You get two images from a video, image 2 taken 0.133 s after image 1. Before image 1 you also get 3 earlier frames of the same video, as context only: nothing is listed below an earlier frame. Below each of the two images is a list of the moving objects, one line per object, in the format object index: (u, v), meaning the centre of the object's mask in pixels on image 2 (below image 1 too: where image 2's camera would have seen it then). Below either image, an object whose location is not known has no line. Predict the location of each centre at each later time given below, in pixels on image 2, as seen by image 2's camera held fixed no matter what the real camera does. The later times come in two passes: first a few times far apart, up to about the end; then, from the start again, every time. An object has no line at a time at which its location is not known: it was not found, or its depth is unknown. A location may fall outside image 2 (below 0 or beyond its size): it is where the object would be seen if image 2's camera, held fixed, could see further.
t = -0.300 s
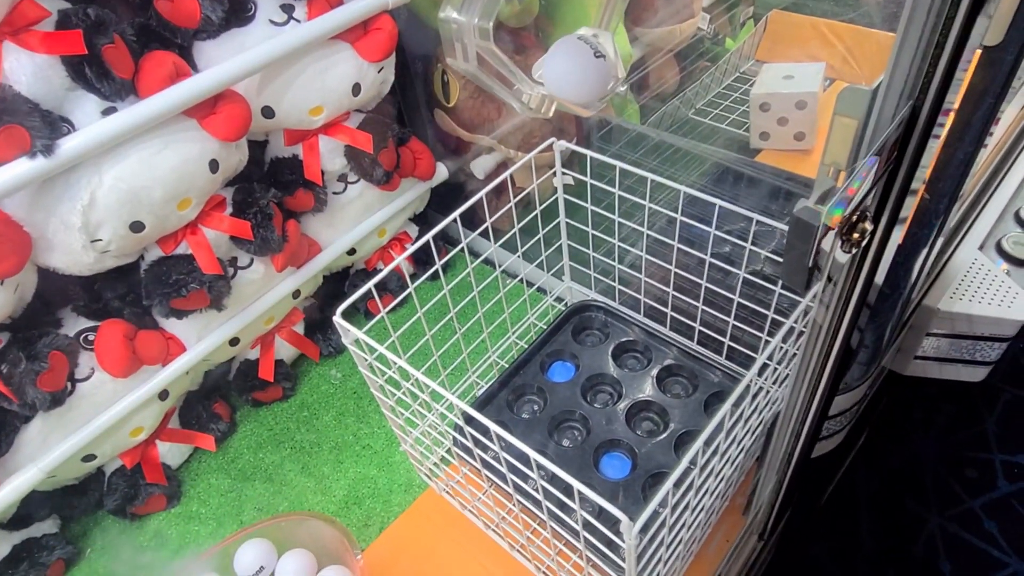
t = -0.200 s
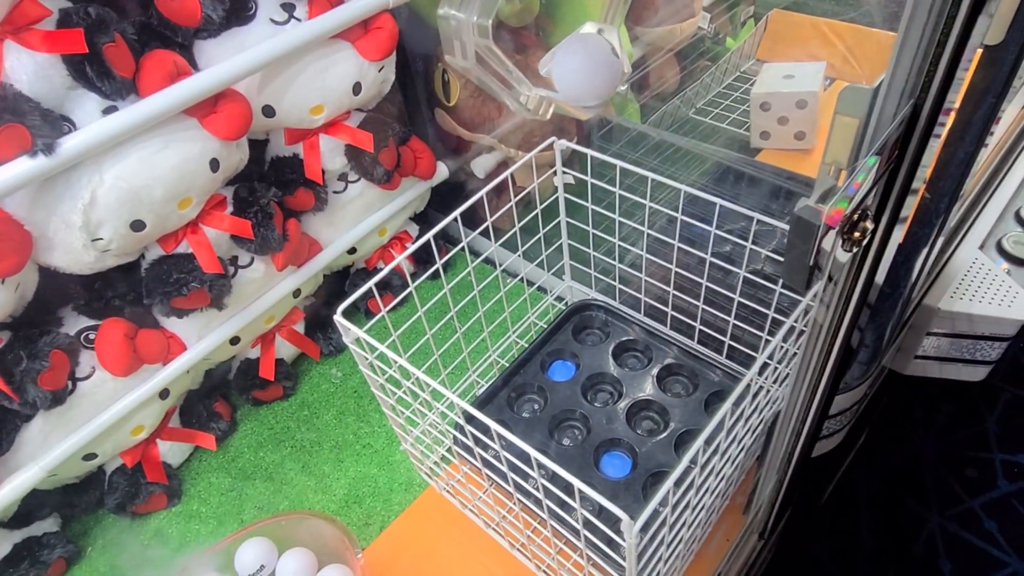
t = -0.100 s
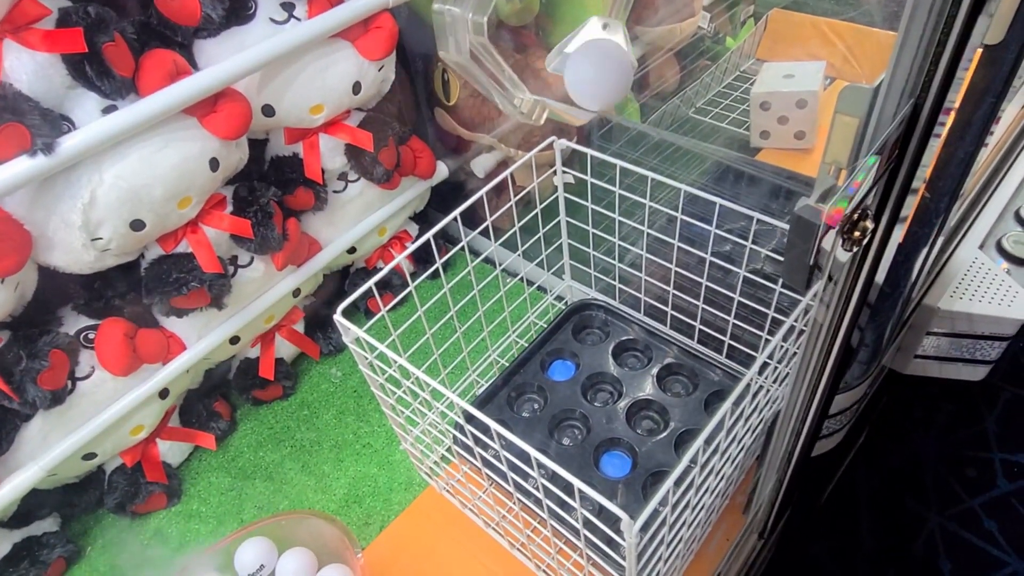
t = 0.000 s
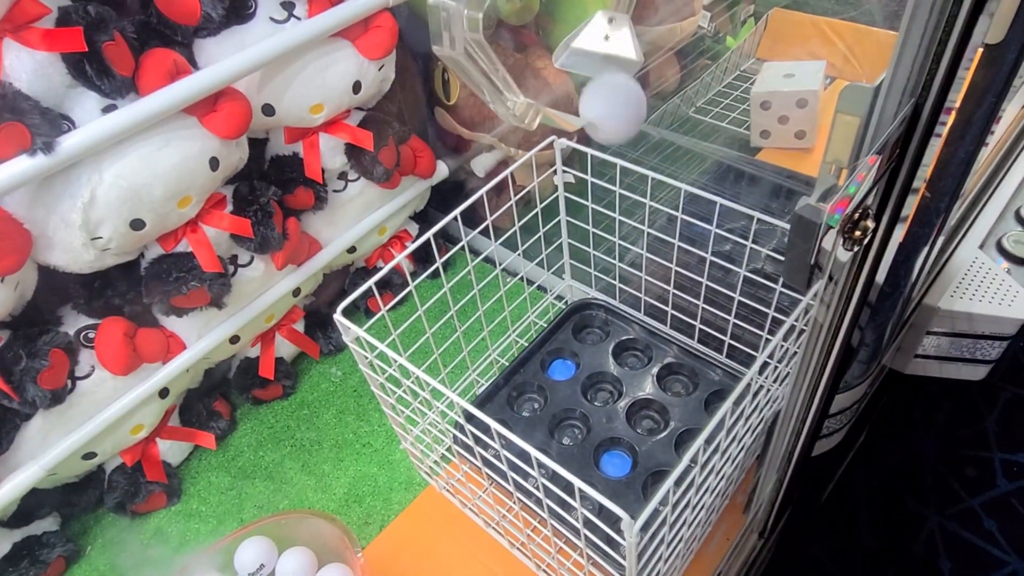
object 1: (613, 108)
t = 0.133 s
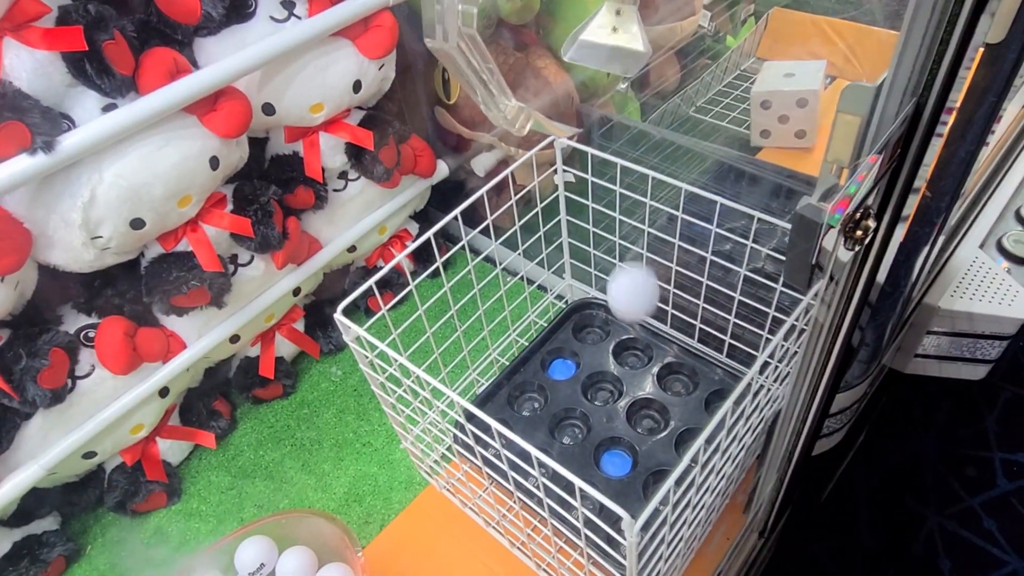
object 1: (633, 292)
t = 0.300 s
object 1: (656, 405)
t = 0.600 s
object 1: (698, 434)
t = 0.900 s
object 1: (701, 442)
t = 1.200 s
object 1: (698, 445)
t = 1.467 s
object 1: (696, 446)
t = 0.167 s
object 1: (635, 346)
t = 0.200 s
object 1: (637, 398)
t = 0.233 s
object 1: (642, 417)
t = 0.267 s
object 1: (649, 408)
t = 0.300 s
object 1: (656, 405)
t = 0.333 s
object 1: (662, 408)
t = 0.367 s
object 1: (668, 417)
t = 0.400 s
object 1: (673, 432)
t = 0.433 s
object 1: (678, 435)
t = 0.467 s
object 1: (682, 437)
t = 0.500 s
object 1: (691, 444)
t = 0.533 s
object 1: (699, 446)
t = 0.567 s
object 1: (702, 438)
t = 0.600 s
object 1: (698, 434)
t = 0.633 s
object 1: (695, 435)
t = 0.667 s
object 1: (694, 442)
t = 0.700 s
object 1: (700, 443)
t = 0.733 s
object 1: (702, 438)
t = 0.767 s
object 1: (701, 437)
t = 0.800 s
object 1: (697, 442)
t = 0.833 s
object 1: (700, 444)
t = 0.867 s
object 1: (703, 442)
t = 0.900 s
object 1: (701, 442)
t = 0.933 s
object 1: (696, 445)
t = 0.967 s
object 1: (697, 446)
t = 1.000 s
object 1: (698, 446)
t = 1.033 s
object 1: (697, 444)
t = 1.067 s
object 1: (696, 445)
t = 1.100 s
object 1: (698, 445)
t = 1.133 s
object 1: (697, 444)
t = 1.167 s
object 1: (697, 446)
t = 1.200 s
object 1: (698, 445)
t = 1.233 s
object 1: (697, 444)
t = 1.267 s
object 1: (696, 445)
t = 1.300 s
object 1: (697, 446)
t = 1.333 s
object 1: (698, 446)
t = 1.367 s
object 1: (698, 445)
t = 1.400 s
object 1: (697, 445)
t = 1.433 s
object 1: (696, 445)
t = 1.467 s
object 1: (696, 446)
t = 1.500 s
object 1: (697, 446)
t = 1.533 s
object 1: (697, 446)
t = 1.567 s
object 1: (698, 445)
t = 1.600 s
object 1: (697, 445)
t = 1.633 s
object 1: (697, 445)
